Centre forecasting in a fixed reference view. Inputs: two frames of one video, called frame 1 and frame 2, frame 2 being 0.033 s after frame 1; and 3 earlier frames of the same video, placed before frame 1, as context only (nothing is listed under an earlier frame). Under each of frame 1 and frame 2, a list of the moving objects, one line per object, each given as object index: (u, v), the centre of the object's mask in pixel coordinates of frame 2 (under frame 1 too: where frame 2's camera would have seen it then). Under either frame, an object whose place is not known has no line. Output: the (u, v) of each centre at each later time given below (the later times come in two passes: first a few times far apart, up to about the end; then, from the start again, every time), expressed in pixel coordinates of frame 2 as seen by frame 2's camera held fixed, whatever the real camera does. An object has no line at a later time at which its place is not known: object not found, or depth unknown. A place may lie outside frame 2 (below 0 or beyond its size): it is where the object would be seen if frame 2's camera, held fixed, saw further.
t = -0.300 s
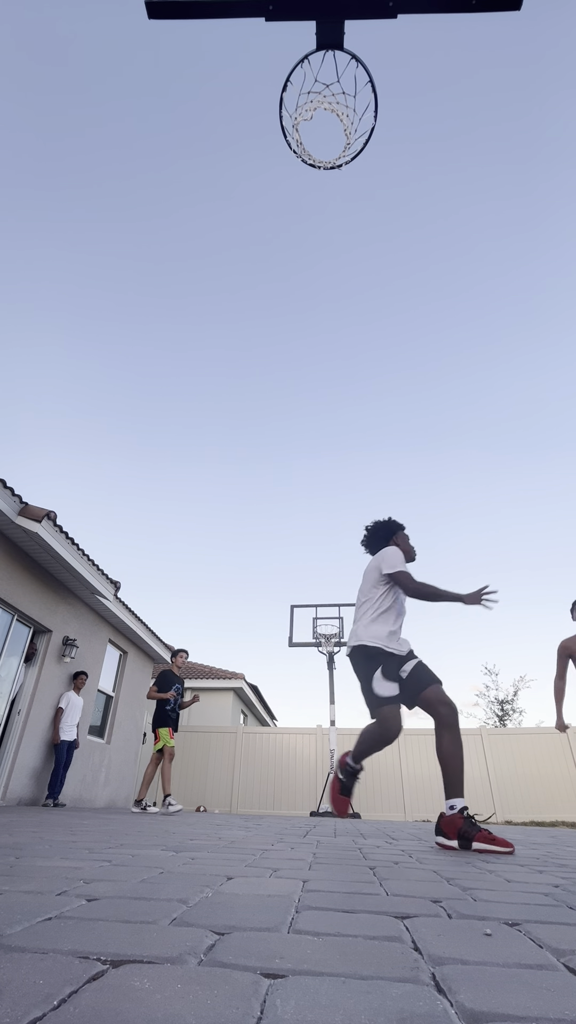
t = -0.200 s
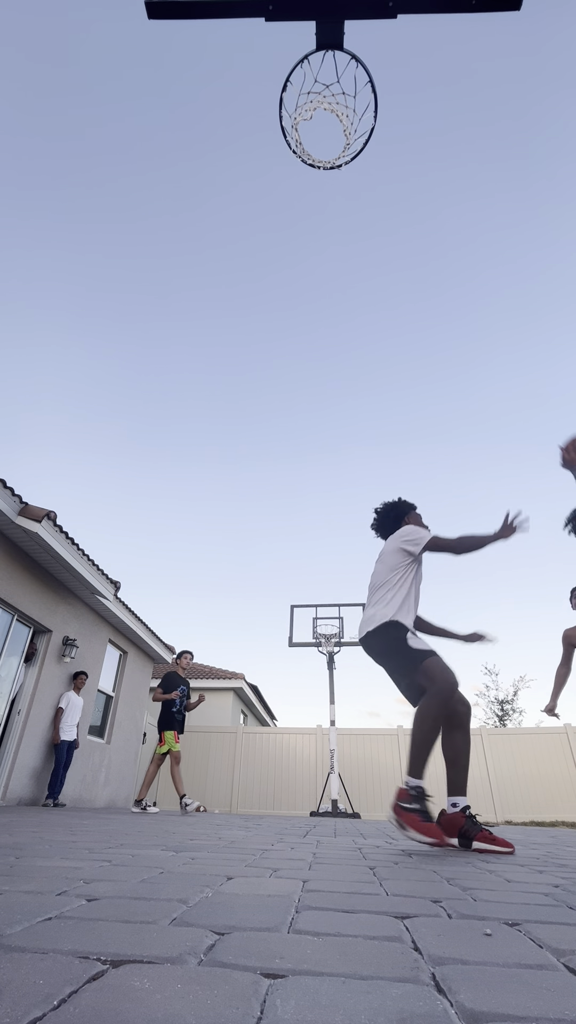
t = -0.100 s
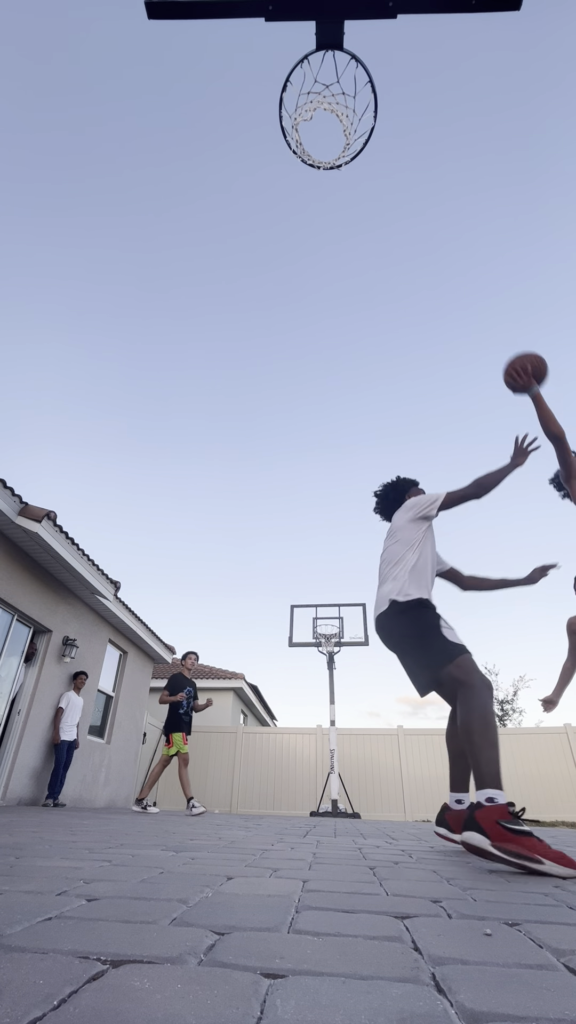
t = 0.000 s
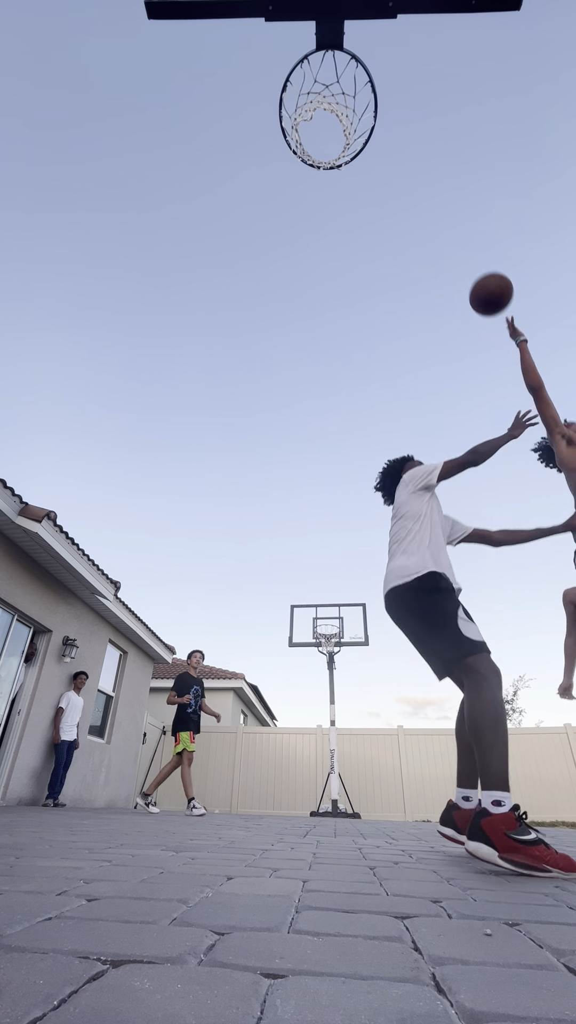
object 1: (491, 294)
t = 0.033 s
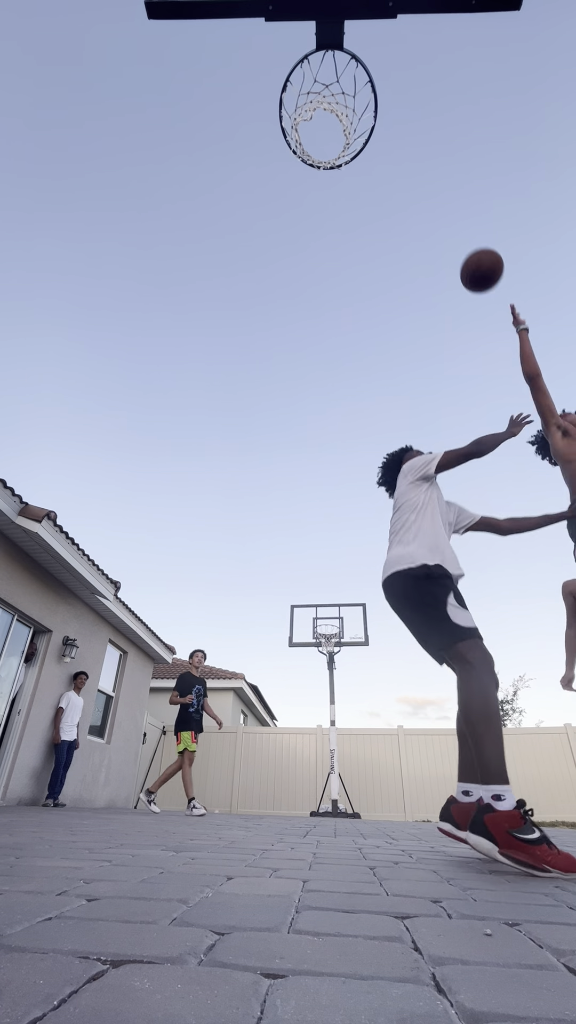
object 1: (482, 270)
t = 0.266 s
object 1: (420, 124)
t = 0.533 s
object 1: (353, 61)
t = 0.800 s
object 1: (321, 172)
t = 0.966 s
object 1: (327, 186)
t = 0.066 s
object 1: (473, 247)
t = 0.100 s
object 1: (464, 225)
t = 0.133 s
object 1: (455, 204)
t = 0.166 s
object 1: (446, 183)
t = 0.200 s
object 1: (437, 163)
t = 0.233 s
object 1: (429, 144)
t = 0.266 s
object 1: (420, 124)
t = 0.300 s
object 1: (411, 105)
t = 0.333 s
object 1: (402, 86)
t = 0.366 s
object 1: (394, 66)
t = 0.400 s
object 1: (385, 48)
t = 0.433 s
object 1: (374, 37)
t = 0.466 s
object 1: (368, 36)
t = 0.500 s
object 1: (361, 46)
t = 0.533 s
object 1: (353, 61)
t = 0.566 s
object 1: (345, 78)
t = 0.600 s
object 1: (338, 97)
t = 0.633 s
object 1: (327, 127)
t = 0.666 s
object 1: (324, 132)
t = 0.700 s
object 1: (318, 156)
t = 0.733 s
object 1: (318, 164)
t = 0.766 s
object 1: (325, 164)
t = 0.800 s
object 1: (321, 172)
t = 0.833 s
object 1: (321, 172)
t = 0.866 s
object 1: (323, 173)
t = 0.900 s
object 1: (324, 175)
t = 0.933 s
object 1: (325, 180)
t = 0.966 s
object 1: (327, 186)
